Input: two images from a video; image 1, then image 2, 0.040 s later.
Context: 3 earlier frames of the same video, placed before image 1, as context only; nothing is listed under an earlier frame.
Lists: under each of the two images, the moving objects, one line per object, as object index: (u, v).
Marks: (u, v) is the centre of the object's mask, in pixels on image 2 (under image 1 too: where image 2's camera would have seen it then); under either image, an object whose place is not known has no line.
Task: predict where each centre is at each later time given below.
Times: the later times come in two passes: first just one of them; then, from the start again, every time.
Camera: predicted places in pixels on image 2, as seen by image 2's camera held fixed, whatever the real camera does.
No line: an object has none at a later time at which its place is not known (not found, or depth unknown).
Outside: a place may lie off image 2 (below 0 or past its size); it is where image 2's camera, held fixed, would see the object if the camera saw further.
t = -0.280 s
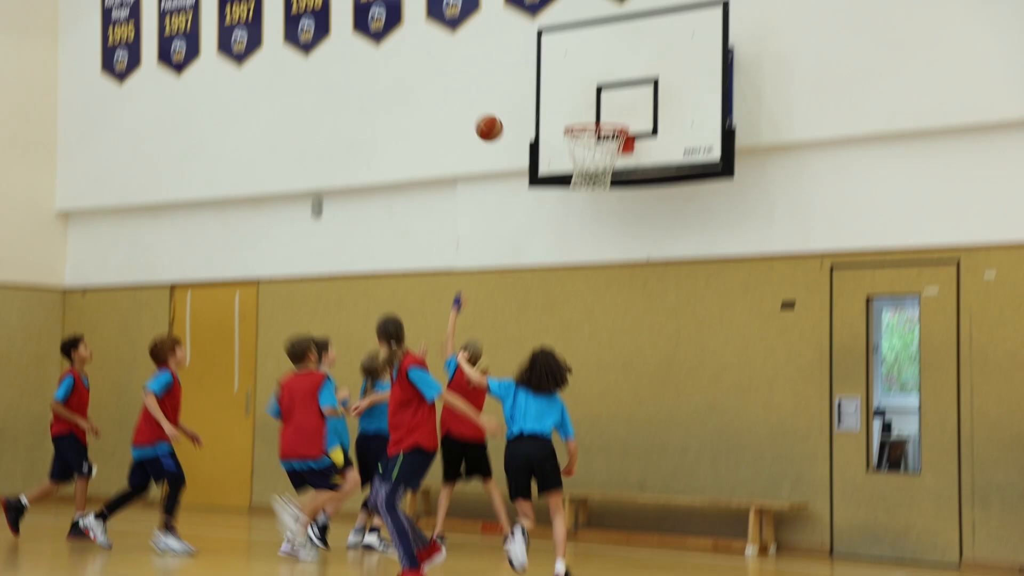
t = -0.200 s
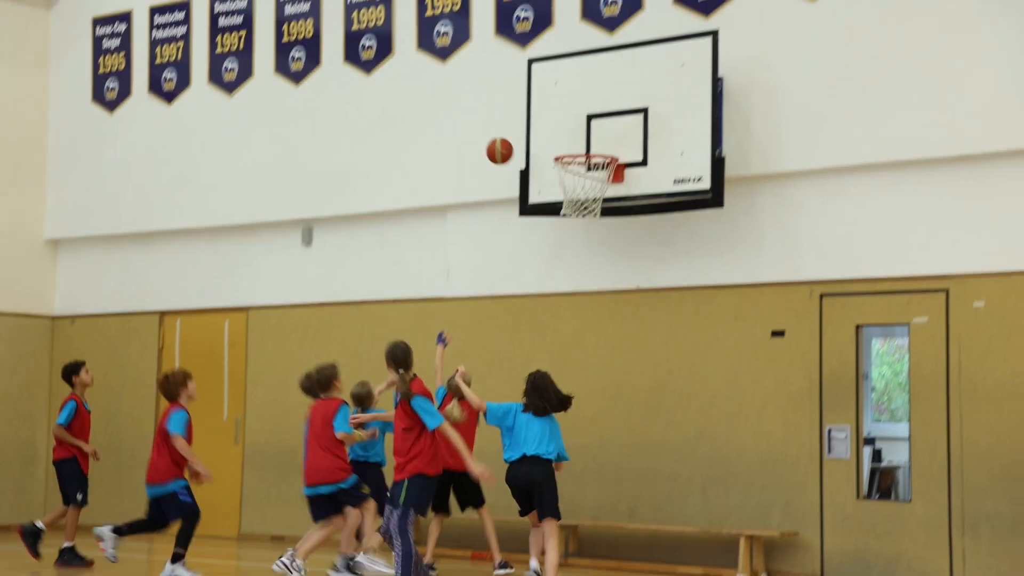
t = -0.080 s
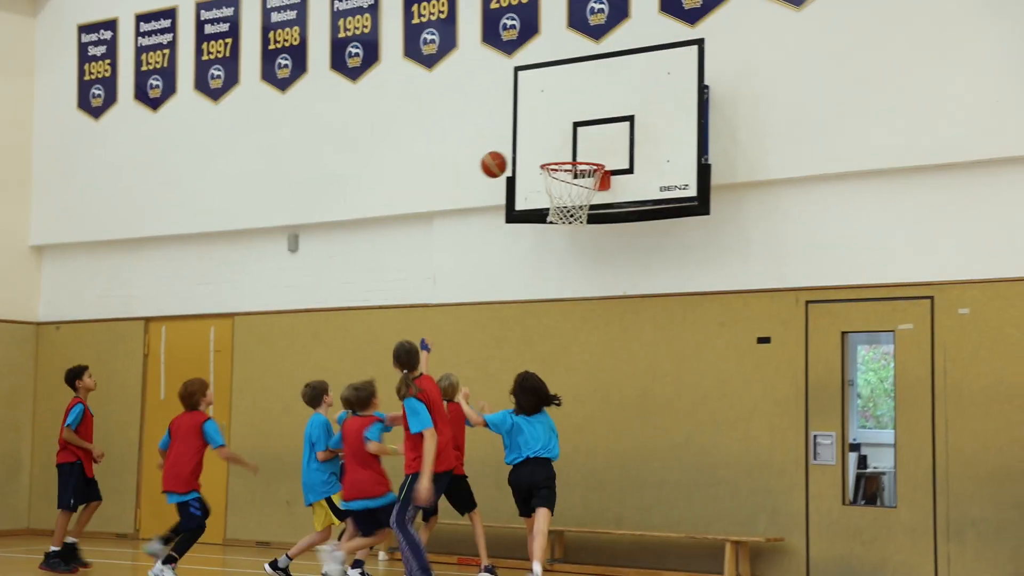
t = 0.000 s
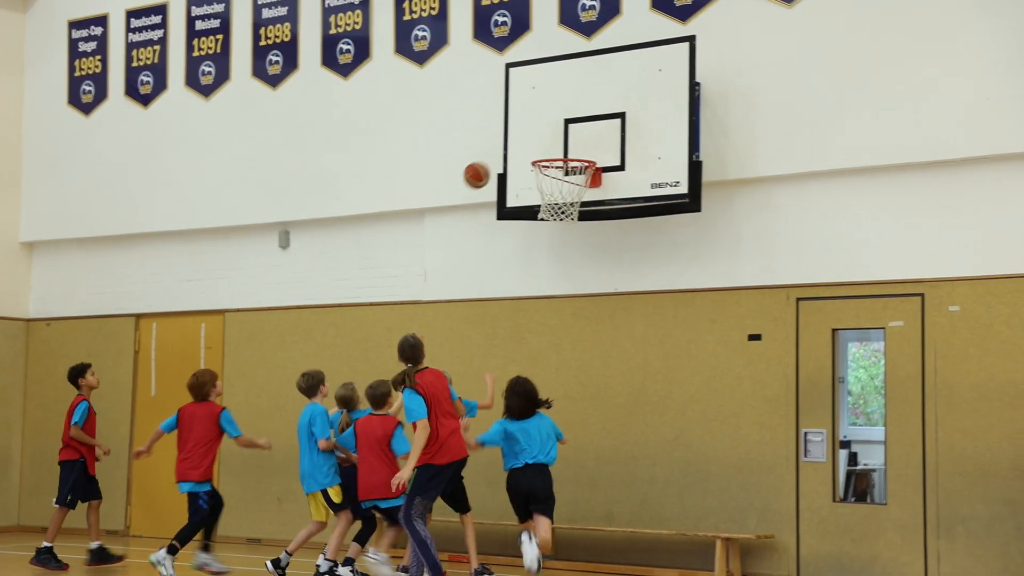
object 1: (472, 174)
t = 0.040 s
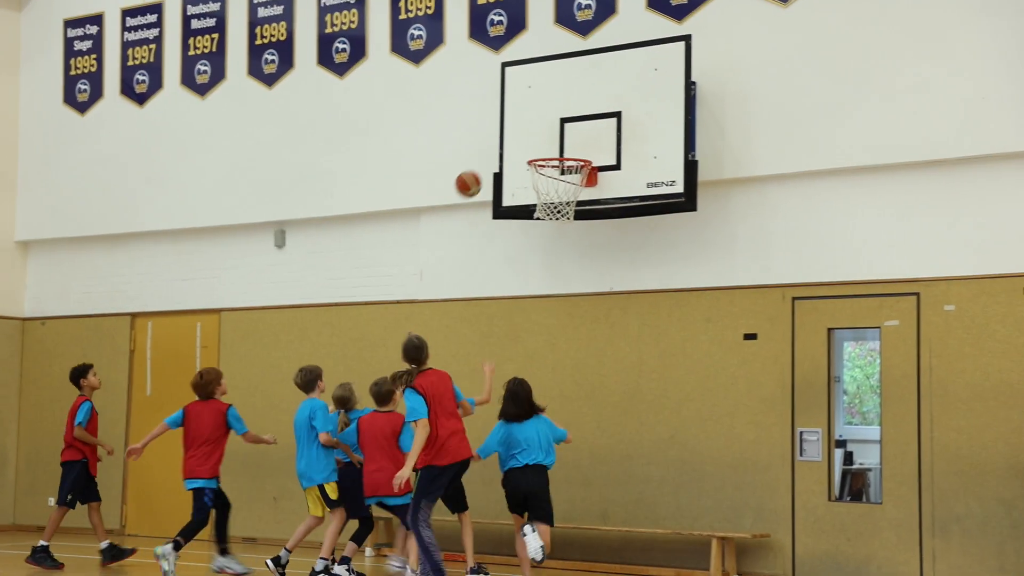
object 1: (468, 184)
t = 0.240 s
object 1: (447, 260)
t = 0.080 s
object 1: (464, 195)
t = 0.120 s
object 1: (460, 209)
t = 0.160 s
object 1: (455, 224)
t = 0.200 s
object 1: (451, 241)
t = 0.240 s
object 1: (447, 260)
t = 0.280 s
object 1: (443, 281)
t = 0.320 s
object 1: (438, 303)
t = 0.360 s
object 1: (433, 325)
